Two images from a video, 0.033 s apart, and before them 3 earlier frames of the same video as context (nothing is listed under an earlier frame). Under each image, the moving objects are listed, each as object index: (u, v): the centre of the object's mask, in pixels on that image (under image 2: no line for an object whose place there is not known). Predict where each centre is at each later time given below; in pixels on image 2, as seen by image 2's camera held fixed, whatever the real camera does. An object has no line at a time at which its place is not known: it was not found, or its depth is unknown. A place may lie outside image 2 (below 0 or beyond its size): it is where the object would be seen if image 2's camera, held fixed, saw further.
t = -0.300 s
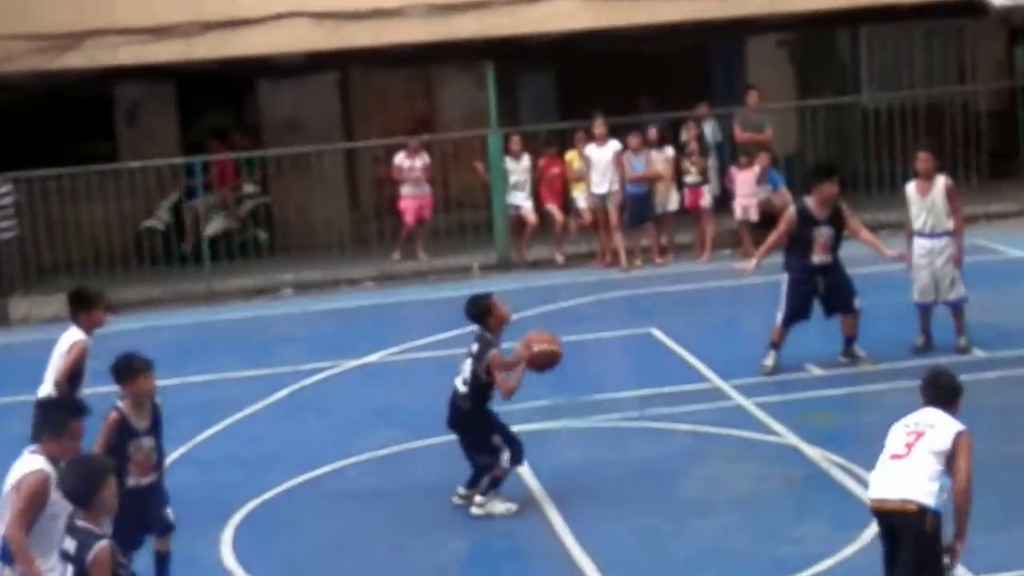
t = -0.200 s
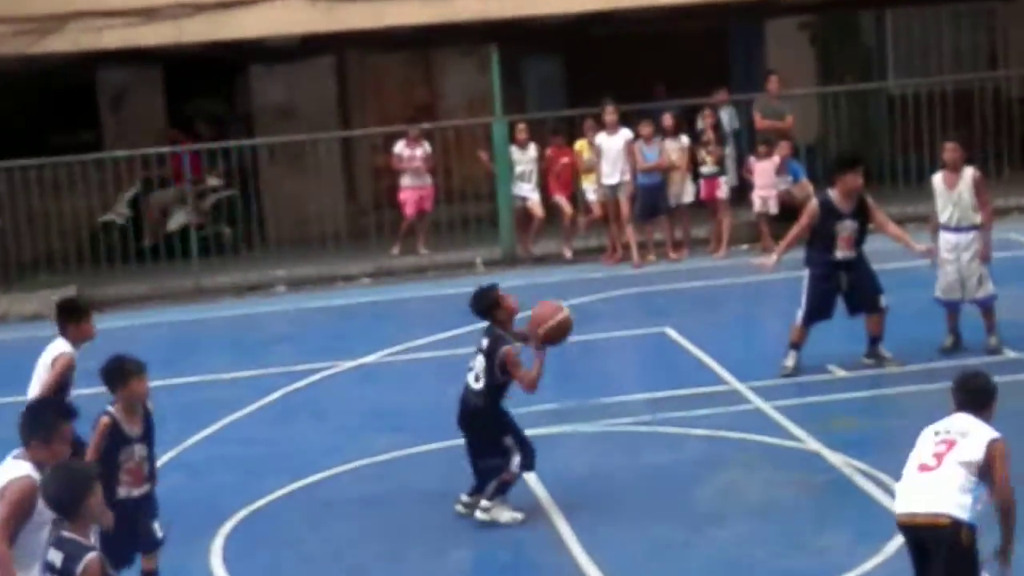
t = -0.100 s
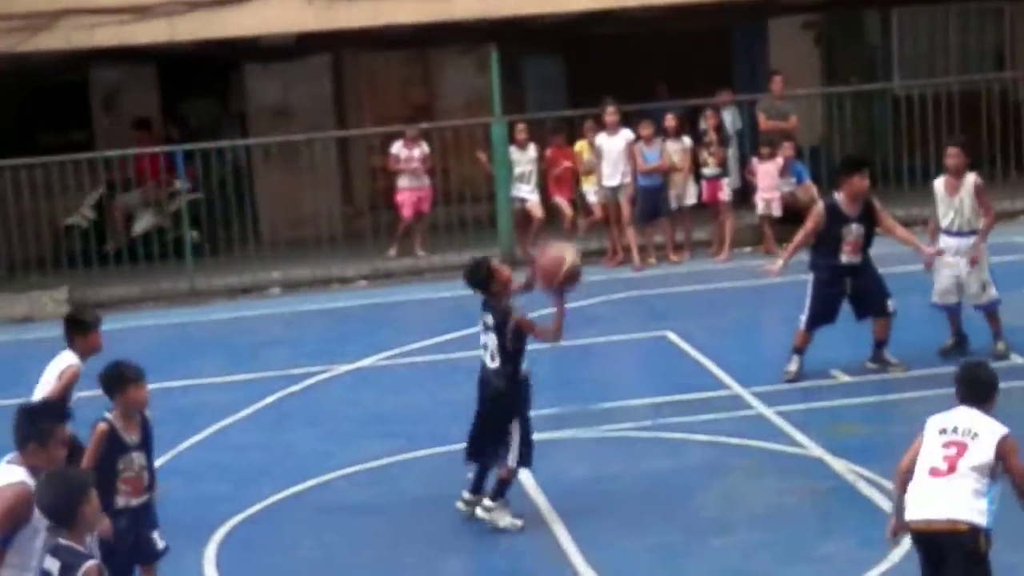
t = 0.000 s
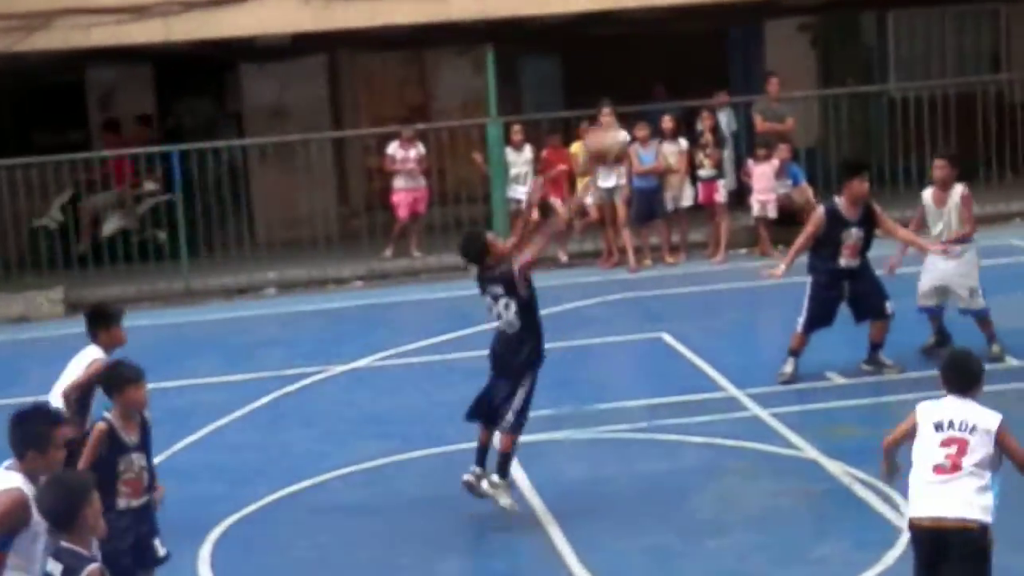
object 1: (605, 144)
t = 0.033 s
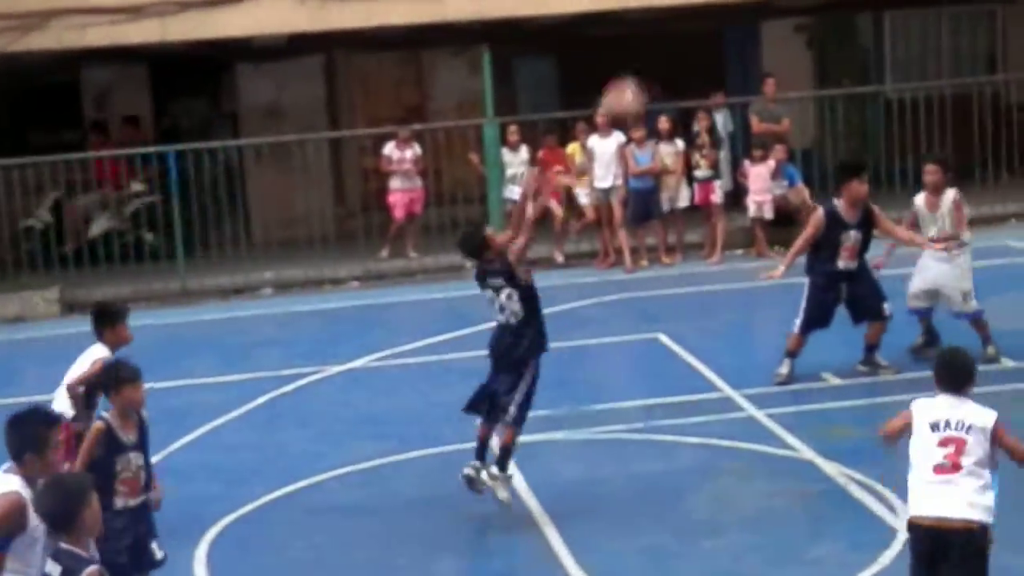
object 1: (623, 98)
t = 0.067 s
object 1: (645, 62)
